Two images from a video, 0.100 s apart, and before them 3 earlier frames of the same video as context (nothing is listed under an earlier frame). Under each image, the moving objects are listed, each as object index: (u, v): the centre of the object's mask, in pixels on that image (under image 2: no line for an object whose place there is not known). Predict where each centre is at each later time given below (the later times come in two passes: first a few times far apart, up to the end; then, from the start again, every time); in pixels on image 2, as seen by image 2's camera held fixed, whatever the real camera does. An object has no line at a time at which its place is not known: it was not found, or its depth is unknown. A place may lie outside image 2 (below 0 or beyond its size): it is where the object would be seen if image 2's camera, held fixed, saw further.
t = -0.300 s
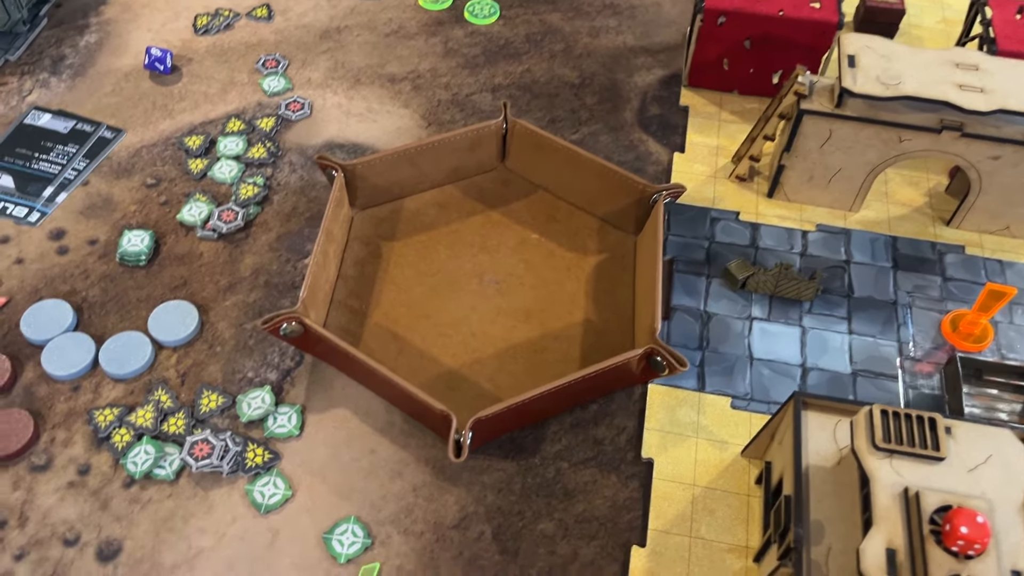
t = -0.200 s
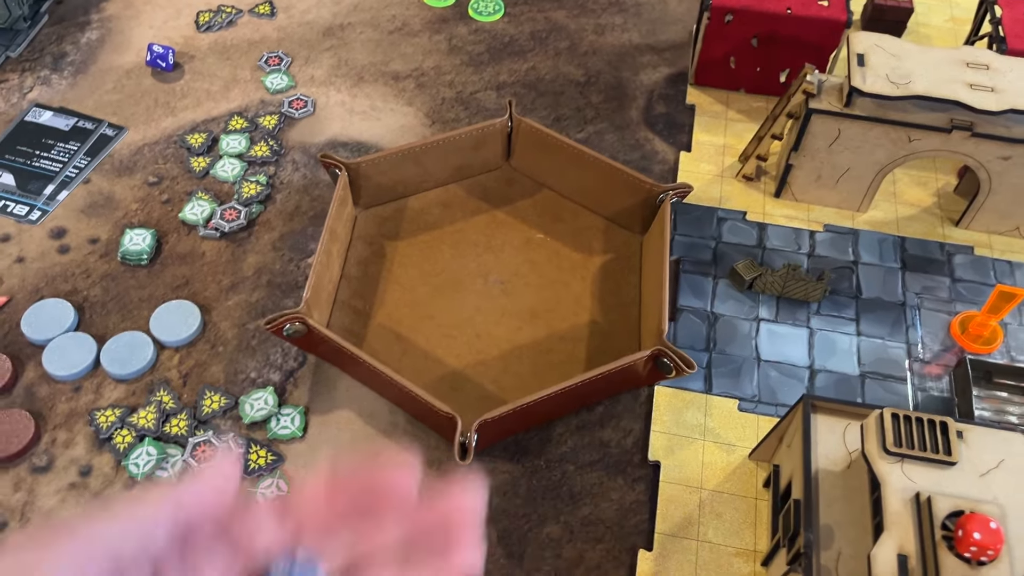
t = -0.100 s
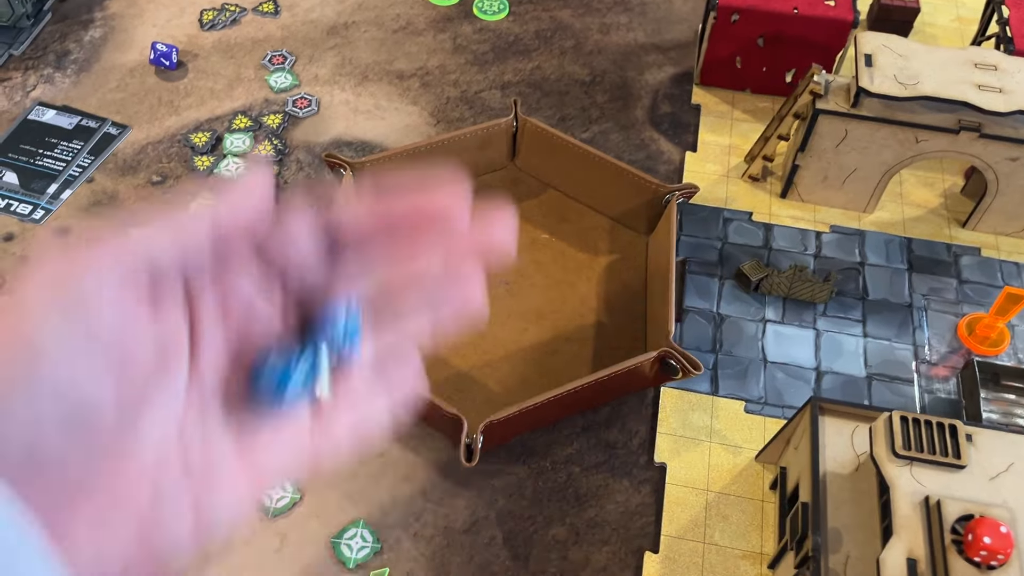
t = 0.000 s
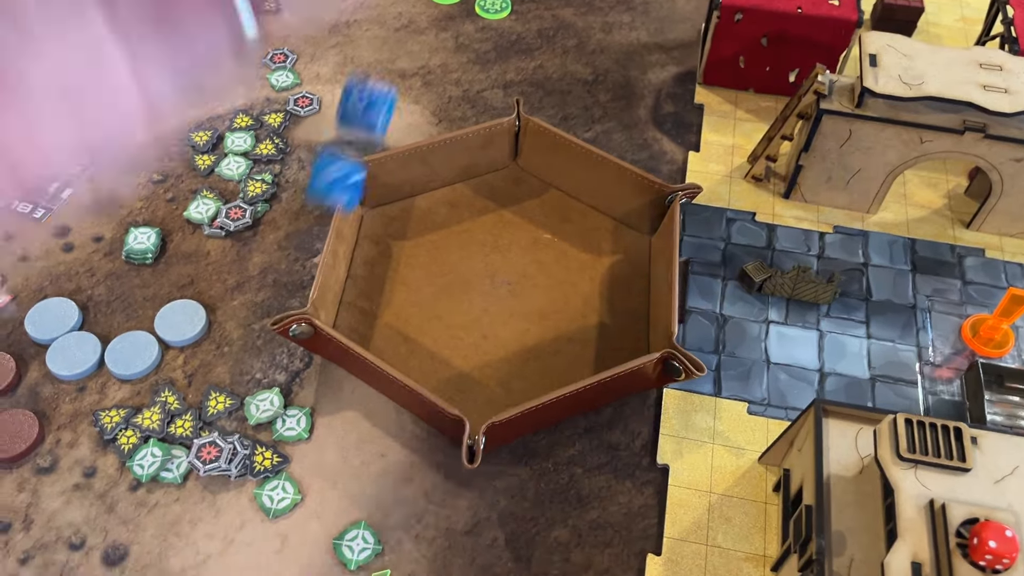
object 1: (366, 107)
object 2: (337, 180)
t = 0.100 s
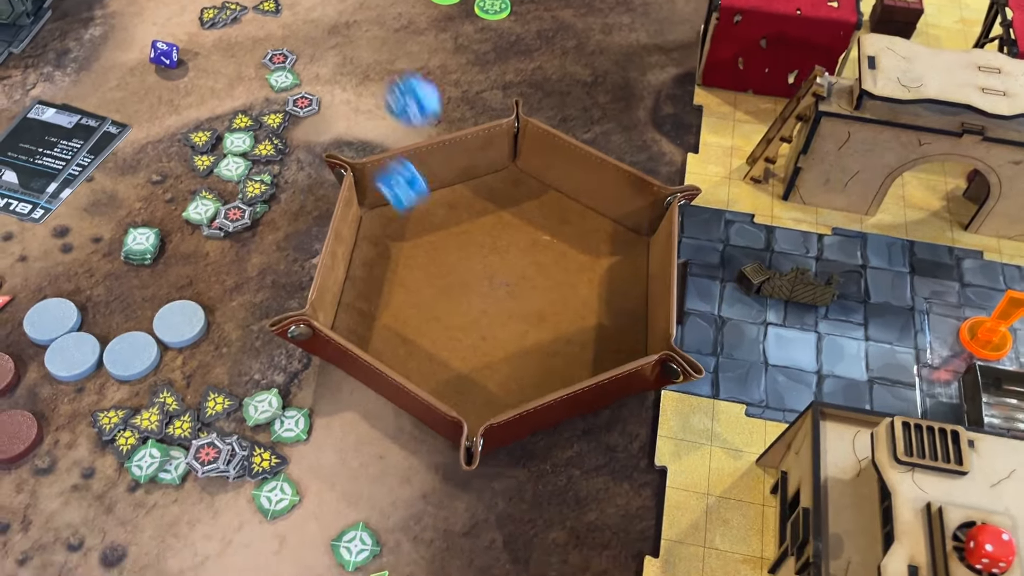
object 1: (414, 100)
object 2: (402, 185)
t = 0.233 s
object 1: (462, 180)
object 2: (492, 239)
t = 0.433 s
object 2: (625, 228)
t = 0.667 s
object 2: (622, 238)
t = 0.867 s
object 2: (622, 238)
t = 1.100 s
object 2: (622, 238)
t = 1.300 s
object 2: (622, 238)
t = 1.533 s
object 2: (622, 237)
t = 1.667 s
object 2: (622, 237)
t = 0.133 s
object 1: (428, 135)
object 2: (421, 219)
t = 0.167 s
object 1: (441, 179)
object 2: (438, 258)
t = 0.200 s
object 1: (451, 219)
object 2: (459, 251)
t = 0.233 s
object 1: (462, 180)
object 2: (492, 239)
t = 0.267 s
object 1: (478, 168)
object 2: (524, 239)
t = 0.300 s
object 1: (498, 178)
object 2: (549, 236)
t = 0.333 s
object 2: (573, 235)
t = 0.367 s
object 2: (595, 231)
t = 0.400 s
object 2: (615, 229)
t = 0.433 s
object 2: (625, 228)
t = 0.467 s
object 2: (625, 233)
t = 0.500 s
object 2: (623, 236)
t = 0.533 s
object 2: (621, 238)
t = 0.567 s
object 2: (620, 238)
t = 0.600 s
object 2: (621, 238)
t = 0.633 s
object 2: (623, 237)
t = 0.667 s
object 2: (622, 238)
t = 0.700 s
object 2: (622, 238)
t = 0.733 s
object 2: (622, 238)
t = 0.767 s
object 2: (622, 238)
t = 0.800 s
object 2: (622, 238)
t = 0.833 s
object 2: (622, 238)
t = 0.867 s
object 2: (622, 238)
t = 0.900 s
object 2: (622, 238)
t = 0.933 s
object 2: (622, 238)
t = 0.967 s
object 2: (622, 238)
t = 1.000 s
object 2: (622, 238)
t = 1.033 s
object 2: (622, 238)
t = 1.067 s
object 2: (622, 238)
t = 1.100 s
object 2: (622, 238)
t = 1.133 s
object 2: (622, 238)
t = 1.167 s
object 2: (622, 238)
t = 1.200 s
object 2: (622, 238)
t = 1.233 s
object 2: (622, 238)
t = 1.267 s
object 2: (622, 238)
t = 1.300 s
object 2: (622, 238)
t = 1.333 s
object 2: (622, 238)
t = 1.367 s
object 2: (622, 238)
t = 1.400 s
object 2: (622, 238)
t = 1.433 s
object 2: (622, 238)
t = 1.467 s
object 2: (622, 238)
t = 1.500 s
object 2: (622, 237)
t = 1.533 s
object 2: (622, 237)
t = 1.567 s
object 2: (622, 237)
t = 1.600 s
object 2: (622, 237)
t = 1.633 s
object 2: (622, 237)
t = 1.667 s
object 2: (622, 237)
